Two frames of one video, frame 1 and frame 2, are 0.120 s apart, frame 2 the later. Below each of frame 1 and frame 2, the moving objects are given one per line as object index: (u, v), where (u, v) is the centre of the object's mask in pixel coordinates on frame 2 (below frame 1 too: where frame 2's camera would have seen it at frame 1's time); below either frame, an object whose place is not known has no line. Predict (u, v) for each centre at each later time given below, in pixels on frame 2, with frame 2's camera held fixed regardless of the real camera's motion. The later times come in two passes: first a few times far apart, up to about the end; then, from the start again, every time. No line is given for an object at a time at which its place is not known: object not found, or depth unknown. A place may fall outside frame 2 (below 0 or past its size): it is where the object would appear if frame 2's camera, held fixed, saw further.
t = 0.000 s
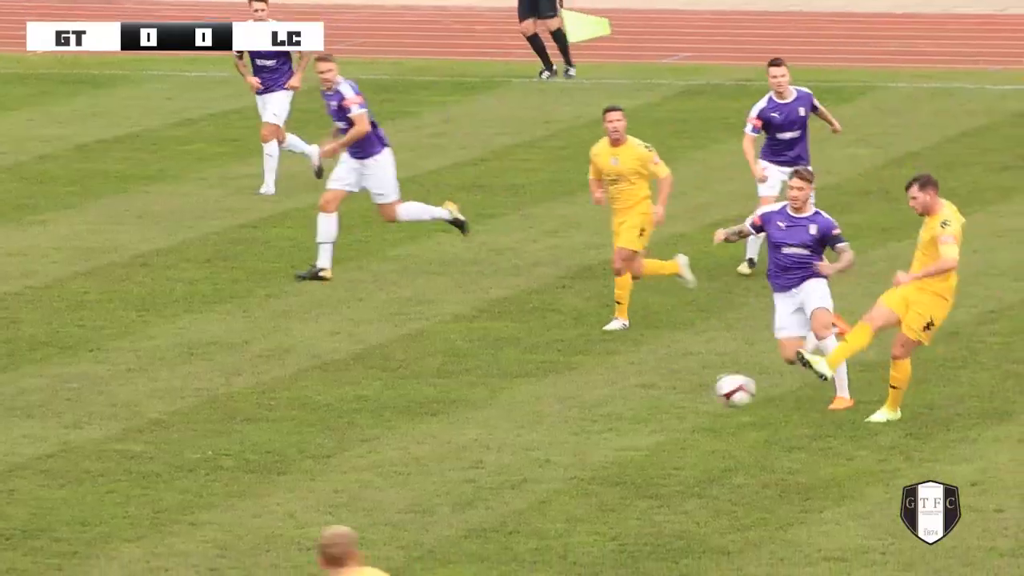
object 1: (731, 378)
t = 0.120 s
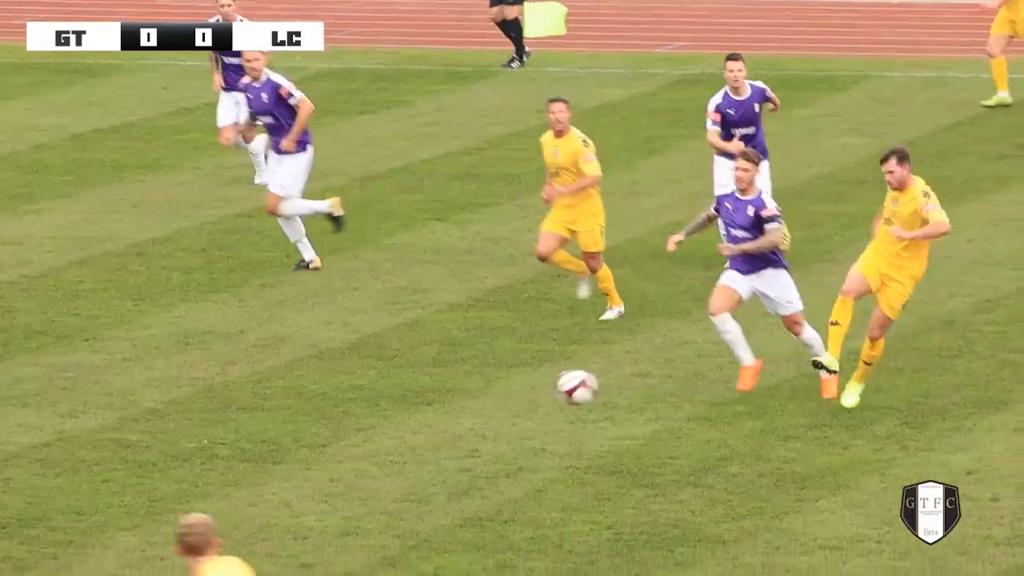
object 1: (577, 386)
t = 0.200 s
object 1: (479, 411)
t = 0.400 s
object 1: (247, 541)
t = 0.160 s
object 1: (527, 397)
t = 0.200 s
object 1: (479, 411)
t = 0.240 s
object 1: (431, 429)
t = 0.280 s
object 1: (384, 451)
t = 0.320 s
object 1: (339, 477)
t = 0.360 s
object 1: (293, 507)
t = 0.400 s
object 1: (247, 541)
